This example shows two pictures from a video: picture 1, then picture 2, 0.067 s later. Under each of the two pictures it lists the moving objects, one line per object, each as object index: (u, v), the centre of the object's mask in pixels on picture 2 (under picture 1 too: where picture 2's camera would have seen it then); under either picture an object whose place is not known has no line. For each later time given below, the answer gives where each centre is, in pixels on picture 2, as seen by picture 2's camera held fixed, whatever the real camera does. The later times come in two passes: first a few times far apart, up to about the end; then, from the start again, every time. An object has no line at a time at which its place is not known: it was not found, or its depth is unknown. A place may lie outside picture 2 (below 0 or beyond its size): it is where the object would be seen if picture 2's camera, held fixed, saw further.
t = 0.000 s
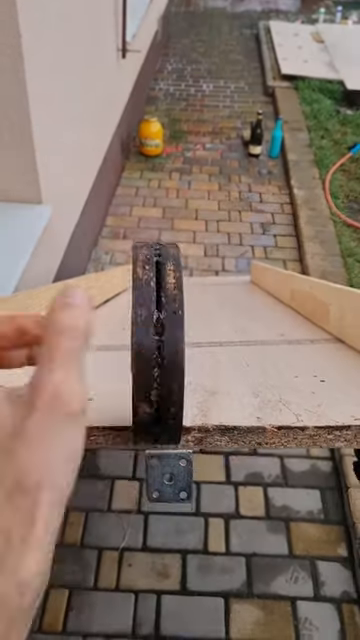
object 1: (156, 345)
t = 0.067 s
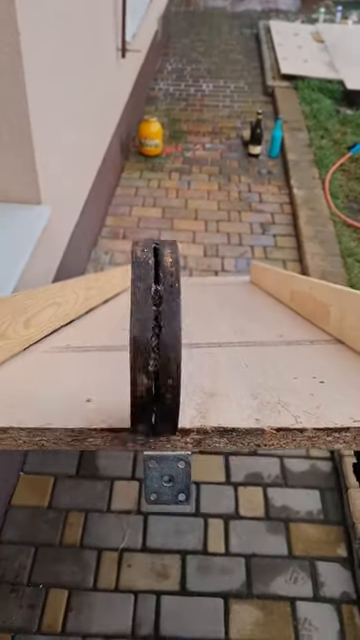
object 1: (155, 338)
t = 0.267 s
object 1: (151, 320)
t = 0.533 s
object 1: (146, 294)
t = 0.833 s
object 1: (139, 275)
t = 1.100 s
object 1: (145, 262)
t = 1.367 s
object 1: (148, 189)
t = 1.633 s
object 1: (135, 137)
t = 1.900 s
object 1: (151, 114)
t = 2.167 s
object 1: (170, 95)
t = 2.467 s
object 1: (185, 78)
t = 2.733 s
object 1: (194, 66)
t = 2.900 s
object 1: (201, 59)
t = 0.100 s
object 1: (151, 336)
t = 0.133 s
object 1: (147, 334)
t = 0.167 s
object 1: (145, 332)
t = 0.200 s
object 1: (147, 328)
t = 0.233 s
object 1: (149, 324)
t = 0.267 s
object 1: (151, 320)
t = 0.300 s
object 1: (151, 316)
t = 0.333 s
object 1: (149, 312)
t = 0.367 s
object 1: (147, 308)
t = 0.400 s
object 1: (147, 305)
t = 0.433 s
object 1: (147, 302)
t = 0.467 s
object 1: (148, 300)
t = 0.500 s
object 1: (147, 298)
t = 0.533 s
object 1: (146, 294)
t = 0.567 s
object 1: (146, 292)
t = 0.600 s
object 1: (145, 289)
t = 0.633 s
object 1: (143, 285)
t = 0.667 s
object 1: (142, 283)
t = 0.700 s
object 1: (142, 281)
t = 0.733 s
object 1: (142, 279)
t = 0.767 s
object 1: (141, 277)
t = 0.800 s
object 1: (140, 275)
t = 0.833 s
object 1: (139, 275)
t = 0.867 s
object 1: (138, 273)
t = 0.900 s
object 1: (138, 272)
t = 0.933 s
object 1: (137, 271)
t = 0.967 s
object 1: (136, 269)
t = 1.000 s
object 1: (135, 268)
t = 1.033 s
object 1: (136, 267)
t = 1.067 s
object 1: (141, 265)
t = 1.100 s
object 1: (145, 262)
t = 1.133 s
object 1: (147, 261)
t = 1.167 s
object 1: (149, 246)
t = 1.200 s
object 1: (150, 234)
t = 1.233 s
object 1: (150, 224)
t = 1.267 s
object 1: (149, 213)
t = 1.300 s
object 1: (149, 204)
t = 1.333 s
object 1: (148, 196)
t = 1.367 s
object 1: (148, 189)
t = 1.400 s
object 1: (147, 180)
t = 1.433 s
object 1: (146, 173)
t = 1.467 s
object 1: (146, 167)
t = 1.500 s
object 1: (145, 156)
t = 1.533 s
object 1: (143, 150)
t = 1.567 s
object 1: (139, 146)
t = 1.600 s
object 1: (139, 140)
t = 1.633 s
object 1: (135, 137)
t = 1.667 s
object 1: (135, 135)
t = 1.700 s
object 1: (134, 138)
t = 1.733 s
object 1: (144, 128)
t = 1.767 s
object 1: (143, 137)
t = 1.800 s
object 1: (143, 121)
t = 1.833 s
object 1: (149, 118)
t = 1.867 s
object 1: (150, 113)
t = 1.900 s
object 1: (151, 114)
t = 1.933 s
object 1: (155, 113)
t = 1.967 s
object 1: (158, 110)
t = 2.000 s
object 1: (160, 108)
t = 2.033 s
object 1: (162, 105)
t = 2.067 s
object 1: (164, 103)
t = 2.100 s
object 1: (167, 100)
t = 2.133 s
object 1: (168, 98)
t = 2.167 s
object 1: (170, 95)
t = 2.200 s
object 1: (173, 94)
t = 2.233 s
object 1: (174, 91)
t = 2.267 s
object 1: (176, 89)
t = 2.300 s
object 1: (178, 88)
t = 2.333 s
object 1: (179, 86)
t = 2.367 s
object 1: (180, 85)
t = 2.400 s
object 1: (183, 81)
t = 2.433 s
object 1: (184, 80)
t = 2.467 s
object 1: (185, 78)
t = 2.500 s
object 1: (186, 77)
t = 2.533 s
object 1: (187, 76)
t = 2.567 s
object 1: (189, 74)
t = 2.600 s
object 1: (190, 72)
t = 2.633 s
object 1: (191, 70)
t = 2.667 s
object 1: (192, 69)
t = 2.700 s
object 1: (193, 67)
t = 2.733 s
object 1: (194, 66)
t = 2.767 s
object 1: (196, 64)
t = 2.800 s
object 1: (197, 63)
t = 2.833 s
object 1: (199, 61)
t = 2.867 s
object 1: (200, 60)
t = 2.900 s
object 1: (201, 59)
